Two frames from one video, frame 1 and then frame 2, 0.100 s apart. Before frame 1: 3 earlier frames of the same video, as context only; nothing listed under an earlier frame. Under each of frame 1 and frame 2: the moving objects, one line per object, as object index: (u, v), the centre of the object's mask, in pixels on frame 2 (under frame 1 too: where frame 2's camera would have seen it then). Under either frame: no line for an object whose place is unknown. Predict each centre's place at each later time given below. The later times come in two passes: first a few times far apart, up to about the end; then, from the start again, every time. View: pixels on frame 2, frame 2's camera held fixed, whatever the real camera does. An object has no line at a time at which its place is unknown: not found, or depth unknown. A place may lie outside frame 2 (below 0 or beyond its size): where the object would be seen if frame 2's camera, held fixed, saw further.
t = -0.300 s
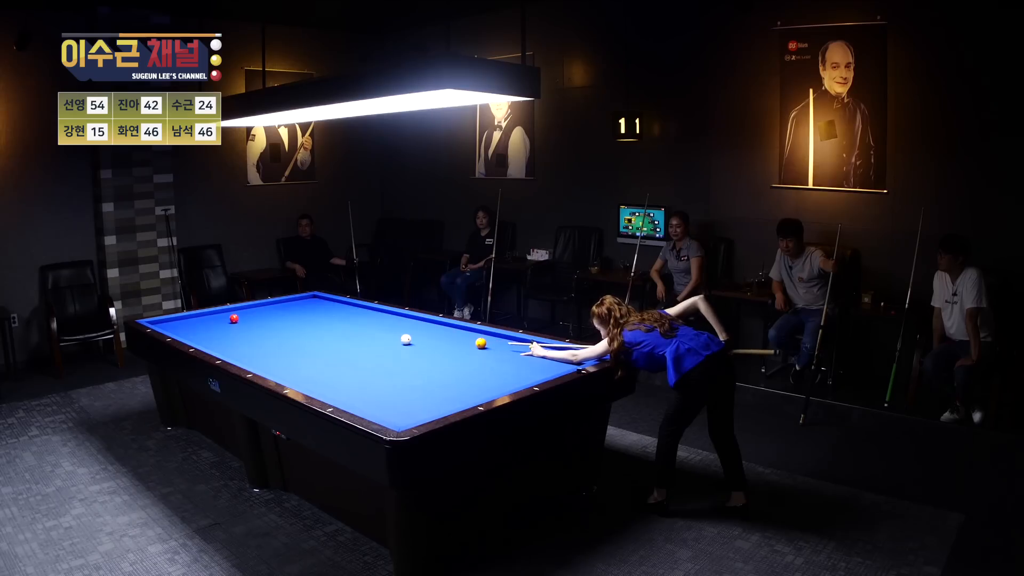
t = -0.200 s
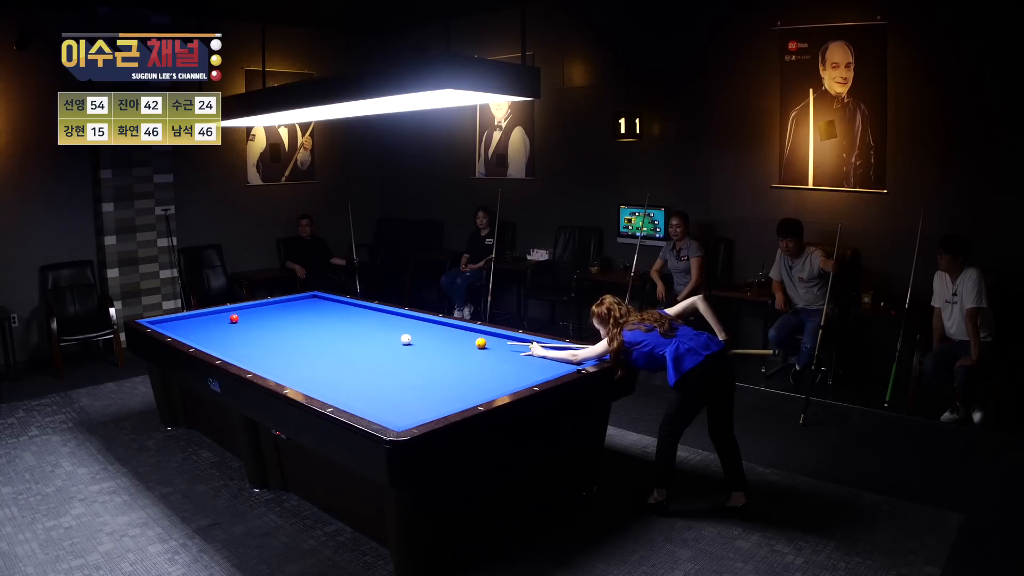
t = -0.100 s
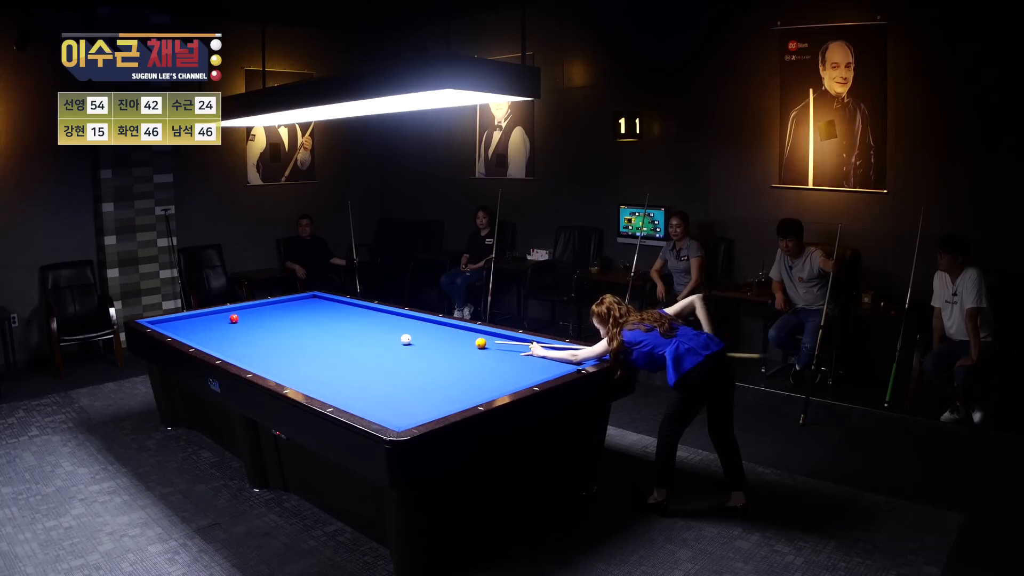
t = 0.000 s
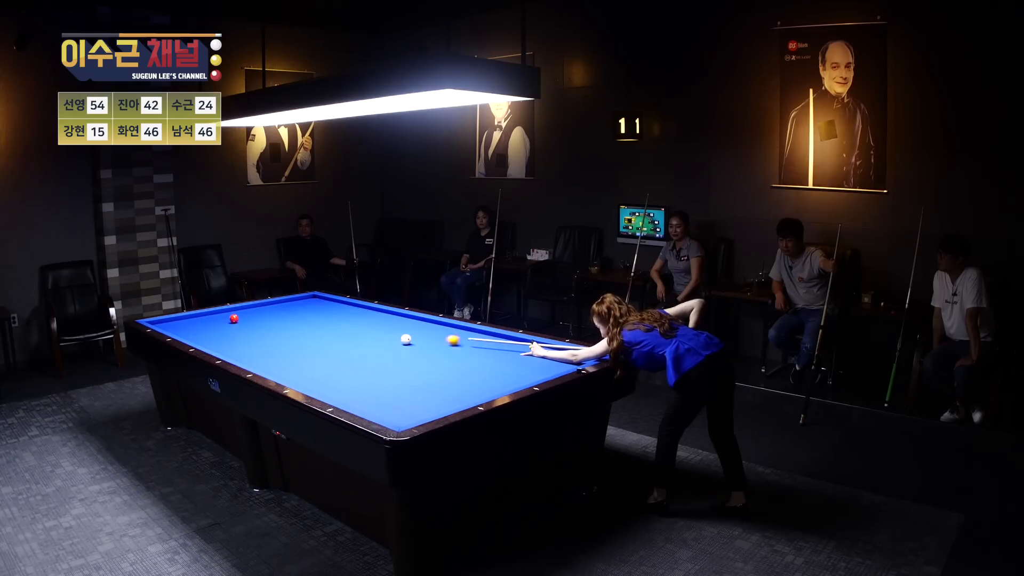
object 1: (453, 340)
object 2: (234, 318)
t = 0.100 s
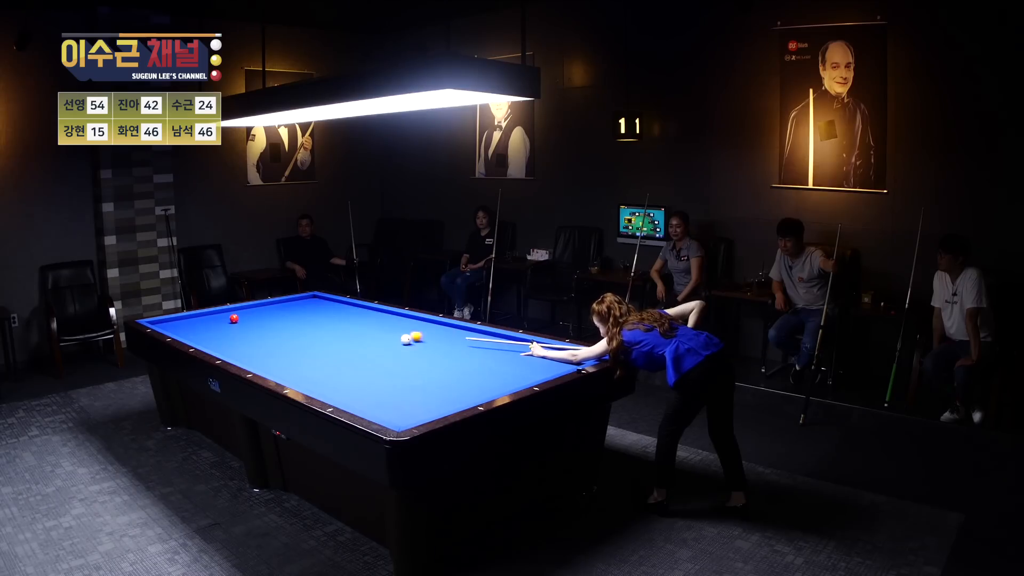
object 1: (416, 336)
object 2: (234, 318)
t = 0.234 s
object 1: (370, 332)
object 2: (234, 318)
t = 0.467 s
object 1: (297, 324)
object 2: (234, 318)
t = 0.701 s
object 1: (242, 316)
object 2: (227, 319)
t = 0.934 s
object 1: (236, 309)
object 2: (180, 322)
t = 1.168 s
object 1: (264, 312)
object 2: (159, 323)
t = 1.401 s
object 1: (289, 315)
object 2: (174, 318)
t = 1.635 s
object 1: (315, 318)
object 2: (192, 317)
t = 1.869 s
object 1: (342, 321)
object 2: (209, 315)
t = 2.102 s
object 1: (371, 324)
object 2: (227, 313)
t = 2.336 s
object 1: (401, 328)
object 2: (243, 312)
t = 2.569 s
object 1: (431, 331)
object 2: (259, 311)
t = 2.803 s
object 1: (463, 334)
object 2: (275, 309)
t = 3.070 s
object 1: (501, 338)
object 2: (293, 308)
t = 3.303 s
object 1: (530, 342)
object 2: (307, 307)
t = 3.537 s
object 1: (550, 349)
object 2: (322, 305)
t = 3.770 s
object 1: (572, 355)
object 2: (336, 304)
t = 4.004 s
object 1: (586, 359)
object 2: (349, 303)
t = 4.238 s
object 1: (565, 358)
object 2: (347, 305)
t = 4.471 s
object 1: (545, 357)
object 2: (345, 306)
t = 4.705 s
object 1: (527, 355)
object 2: (342, 308)
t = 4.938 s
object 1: (508, 354)
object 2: (339, 310)
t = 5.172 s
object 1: (491, 352)
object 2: (337, 311)
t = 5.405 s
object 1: (474, 351)
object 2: (334, 313)
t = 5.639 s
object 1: (458, 349)
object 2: (332, 315)
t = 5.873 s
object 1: (443, 348)
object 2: (330, 316)
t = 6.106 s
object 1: (428, 347)
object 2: (327, 318)
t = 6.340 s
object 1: (415, 345)
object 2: (325, 319)
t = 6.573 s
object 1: (402, 344)
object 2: (322, 320)
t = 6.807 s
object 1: (389, 343)
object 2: (320, 322)
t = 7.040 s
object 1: (377, 342)
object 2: (318, 323)
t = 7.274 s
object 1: (365, 341)
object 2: (316, 324)
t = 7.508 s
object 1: (355, 339)
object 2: (314, 325)
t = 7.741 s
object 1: (344, 338)
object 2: (312, 326)
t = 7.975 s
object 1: (334, 338)
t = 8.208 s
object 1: (325, 337)
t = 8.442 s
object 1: (316, 336)
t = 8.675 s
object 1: (308, 335)
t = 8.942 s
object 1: (299, 334)
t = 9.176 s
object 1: (292, 333)
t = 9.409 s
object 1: (284, 333)
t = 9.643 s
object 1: (278, 332)
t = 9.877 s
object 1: (272, 331)
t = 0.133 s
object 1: (403, 333)
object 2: (234, 318)
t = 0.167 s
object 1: (392, 334)
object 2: (234, 318)
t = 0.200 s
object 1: (381, 333)
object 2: (234, 318)
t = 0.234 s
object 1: (370, 332)
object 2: (234, 318)
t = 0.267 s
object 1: (359, 330)
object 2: (234, 318)
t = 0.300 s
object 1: (348, 329)
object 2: (234, 318)
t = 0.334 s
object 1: (338, 328)
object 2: (234, 318)
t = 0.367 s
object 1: (327, 327)
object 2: (234, 318)
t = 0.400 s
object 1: (317, 326)
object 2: (234, 318)
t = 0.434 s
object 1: (307, 325)
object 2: (234, 318)
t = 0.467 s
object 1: (297, 324)
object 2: (234, 318)
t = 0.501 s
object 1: (288, 323)
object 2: (234, 318)
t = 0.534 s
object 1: (278, 322)
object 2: (234, 318)
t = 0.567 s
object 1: (269, 321)
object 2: (234, 318)
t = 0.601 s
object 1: (260, 320)
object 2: (234, 318)
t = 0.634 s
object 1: (252, 319)
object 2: (234, 318)
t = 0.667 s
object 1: (243, 318)
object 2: (233, 318)
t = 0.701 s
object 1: (242, 316)
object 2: (227, 319)
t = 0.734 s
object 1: (241, 315)
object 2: (219, 320)
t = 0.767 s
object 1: (240, 313)
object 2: (212, 320)
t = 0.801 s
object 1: (239, 312)
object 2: (205, 320)
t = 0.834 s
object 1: (237, 311)
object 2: (198, 321)
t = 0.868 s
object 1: (235, 309)
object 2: (192, 321)
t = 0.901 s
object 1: (233, 308)
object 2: (186, 322)
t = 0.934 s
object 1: (236, 309)
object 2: (180, 322)
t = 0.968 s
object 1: (240, 309)
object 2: (175, 323)
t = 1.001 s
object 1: (244, 310)
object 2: (169, 323)
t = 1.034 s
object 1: (248, 310)
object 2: (164, 324)
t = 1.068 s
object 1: (252, 311)
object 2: (159, 323)
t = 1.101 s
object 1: (256, 312)
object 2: (155, 323)
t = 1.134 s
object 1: (260, 312)
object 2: (157, 323)
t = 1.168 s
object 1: (264, 312)
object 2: (159, 323)
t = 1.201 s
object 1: (267, 313)
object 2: (162, 322)
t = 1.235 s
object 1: (271, 313)
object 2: (164, 321)
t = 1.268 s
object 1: (274, 314)
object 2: (166, 320)
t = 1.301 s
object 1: (278, 314)
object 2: (167, 320)
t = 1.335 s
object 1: (282, 314)
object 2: (169, 319)
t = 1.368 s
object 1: (285, 315)
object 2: (171, 318)
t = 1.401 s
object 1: (289, 315)
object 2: (174, 318)
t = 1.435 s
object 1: (292, 316)
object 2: (176, 318)
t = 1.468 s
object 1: (296, 316)
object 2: (179, 318)
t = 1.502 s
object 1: (300, 316)
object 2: (182, 317)
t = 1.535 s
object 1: (304, 317)
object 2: (184, 317)
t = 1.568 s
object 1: (307, 317)
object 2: (187, 317)
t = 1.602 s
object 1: (311, 318)
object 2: (189, 317)
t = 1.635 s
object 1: (315, 318)
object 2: (192, 317)
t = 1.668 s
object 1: (319, 319)
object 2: (194, 316)
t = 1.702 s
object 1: (323, 319)
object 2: (197, 316)
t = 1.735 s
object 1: (327, 320)
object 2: (200, 316)
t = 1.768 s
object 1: (330, 320)
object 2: (202, 316)
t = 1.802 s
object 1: (335, 320)
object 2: (205, 316)
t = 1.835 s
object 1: (338, 321)
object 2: (207, 315)
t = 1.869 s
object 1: (342, 321)
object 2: (209, 315)
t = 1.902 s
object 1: (346, 322)
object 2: (212, 315)
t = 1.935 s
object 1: (350, 322)
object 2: (214, 315)
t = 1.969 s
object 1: (354, 322)
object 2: (217, 314)
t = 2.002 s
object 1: (359, 323)
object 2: (219, 314)
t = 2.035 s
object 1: (363, 323)
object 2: (222, 314)
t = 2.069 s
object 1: (367, 324)
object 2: (224, 314)
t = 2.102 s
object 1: (371, 324)
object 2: (227, 313)
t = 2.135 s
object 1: (375, 325)
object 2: (229, 313)
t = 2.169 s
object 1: (379, 325)
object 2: (231, 313)
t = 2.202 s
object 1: (383, 326)
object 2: (234, 313)
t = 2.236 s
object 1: (388, 326)
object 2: (236, 313)
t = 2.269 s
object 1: (392, 327)
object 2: (239, 312)
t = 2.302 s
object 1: (396, 327)
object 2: (241, 312)
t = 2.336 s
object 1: (401, 328)
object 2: (243, 312)
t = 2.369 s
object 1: (405, 328)
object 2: (246, 312)
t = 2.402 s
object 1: (409, 328)
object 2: (248, 312)
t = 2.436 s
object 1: (413, 329)
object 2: (250, 312)
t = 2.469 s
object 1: (418, 329)
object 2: (252, 311)
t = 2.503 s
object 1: (422, 330)
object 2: (255, 311)
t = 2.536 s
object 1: (427, 330)
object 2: (257, 311)
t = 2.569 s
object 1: (431, 331)
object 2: (259, 311)
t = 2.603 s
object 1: (436, 331)
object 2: (262, 311)
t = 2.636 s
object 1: (440, 332)
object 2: (264, 310)
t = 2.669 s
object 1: (445, 332)
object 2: (266, 310)
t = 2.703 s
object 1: (449, 333)
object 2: (268, 310)
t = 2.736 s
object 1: (454, 333)
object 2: (271, 310)
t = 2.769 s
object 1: (458, 333)
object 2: (273, 309)
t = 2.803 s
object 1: (463, 334)
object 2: (275, 309)
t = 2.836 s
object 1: (468, 334)
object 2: (277, 309)
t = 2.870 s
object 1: (472, 335)
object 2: (280, 309)
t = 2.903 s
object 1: (477, 335)
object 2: (282, 309)
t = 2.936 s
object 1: (482, 336)
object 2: (284, 309)
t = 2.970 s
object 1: (486, 337)
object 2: (286, 308)
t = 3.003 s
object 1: (491, 337)
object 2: (288, 308)
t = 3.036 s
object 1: (496, 338)
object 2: (291, 308)
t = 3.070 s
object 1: (501, 338)
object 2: (293, 308)
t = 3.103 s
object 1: (505, 338)
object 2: (295, 308)
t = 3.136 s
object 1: (510, 339)
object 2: (297, 308)
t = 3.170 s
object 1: (515, 339)
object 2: (299, 307)
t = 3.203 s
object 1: (520, 340)
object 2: (301, 307)
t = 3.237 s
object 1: (524, 341)
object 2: (303, 307)
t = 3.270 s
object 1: (527, 342)
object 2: (305, 307)
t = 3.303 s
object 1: (530, 342)
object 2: (307, 307)
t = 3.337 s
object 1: (533, 343)
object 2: (310, 307)
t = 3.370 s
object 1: (536, 344)
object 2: (312, 306)
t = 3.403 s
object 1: (538, 345)
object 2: (314, 306)
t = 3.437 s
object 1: (541, 346)
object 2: (316, 306)
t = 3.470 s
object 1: (544, 347)
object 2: (318, 306)
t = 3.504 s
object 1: (547, 348)
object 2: (320, 305)
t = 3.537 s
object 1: (550, 349)
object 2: (322, 305)
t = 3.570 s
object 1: (553, 350)
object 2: (324, 305)
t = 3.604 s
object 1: (556, 351)
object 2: (326, 305)
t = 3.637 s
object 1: (559, 351)
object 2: (328, 305)
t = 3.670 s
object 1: (563, 352)
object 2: (330, 305)
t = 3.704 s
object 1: (566, 353)
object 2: (332, 305)
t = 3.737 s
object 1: (569, 354)
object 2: (334, 304)
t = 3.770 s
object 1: (572, 355)
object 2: (336, 304)
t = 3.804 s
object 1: (575, 356)
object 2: (337, 304)
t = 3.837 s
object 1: (578, 357)
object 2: (339, 304)
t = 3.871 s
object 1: (581, 358)
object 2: (341, 304)
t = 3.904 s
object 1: (585, 358)
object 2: (343, 304)
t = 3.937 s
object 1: (588, 359)
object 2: (345, 304)
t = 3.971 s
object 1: (590, 359)
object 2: (347, 303)
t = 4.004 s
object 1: (586, 359)
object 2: (349, 303)
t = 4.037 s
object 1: (583, 359)
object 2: (349, 303)
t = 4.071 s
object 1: (580, 359)
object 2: (349, 303)
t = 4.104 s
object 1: (577, 359)
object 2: (349, 304)
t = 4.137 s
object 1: (574, 359)
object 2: (348, 304)
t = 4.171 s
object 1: (571, 359)
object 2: (348, 304)
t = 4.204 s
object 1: (568, 359)
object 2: (347, 304)
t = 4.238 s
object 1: (565, 358)
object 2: (347, 305)
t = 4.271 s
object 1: (563, 358)
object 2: (346, 305)
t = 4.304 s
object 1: (559, 358)
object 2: (346, 305)
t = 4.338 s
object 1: (557, 358)
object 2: (346, 305)
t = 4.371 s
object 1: (554, 358)
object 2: (346, 305)
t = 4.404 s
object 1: (551, 357)
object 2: (345, 306)
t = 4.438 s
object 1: (548, 357)
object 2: (345, 306)
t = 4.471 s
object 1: (545, 357)
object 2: (345, 306)
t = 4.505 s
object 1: (543, 357)
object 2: (344, 306)
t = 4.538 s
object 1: (540, 356)
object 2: (344, 307)
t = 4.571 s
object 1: (537, 356)
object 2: (343, 307)
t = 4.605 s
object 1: (534, 356)
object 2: (343, 307)
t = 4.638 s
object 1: (532, 356)
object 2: (343, 308)
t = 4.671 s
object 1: (529, 356)
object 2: (342, 308)
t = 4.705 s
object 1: (527, 355)
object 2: (342, 308)
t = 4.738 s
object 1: (524, 355)
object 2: (342, 308)
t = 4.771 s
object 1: (521, 355)
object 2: (341, 308)
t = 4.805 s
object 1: (519, 355)
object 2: (341, 309)
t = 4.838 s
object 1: (516, 354)
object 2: (340, 309)
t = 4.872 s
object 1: (514, 354)
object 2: (340, 309)
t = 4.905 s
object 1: (511, 354)
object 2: (340, 309)
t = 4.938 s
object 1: (508, 354)
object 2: (339, 310)
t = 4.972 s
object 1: (506, 353)
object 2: (339, 310)
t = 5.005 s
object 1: (503, 353)
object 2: (339, 310)
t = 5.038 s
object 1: (501, 353)
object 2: (338, 310)
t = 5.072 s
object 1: (498, 353)
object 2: (338, 311)
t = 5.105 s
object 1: (496, 353)
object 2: (337, 311)
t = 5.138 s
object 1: (493, 352)
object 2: (337, 311)
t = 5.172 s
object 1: (491, 352)
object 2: (337, 311)
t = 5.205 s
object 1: (489, 352)
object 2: (336, 312)
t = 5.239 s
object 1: (486, 352)
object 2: (336, 312)
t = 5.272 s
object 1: (484, 351)
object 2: (336, 312)
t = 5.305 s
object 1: (481, 351)
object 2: (335, 312)
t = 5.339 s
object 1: (479, 351)
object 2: (335, 313)
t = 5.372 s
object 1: (477, 351)
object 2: (335, 313)
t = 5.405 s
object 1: (474, 351)
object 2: (334, 313)
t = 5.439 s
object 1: (472, 350)
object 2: (334, 313)
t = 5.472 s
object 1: (470, 350)
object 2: (333, 313)
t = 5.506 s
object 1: (468, 350)
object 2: (333, 314)
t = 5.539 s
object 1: (465, 350)
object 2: (333, 314)
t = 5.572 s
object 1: (463, 349)
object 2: (333, 314)
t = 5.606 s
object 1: (461, 349)
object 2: (332, 314)
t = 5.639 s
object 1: (458, 349)
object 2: (332, 315)
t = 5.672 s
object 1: (456, 349)
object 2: (332, 315)
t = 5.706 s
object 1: (454, 349)
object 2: (331, 315)
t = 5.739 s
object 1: (452, 349)
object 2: (331, 315)
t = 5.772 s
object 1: (450, 348)
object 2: (330, 315)
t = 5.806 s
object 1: (447, 348)
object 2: (330, 315)
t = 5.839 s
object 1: (445, 348)
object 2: (330, 316)
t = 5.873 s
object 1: (443, 348)
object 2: (330, 316)
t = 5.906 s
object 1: (441, 348)
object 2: (329, 316)
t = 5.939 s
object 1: (439, 347)
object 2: (329, 316)
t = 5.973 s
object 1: (437, 347)
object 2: (329, 317)
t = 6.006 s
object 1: (435, 347)
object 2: (328, 317)
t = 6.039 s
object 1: (433, 347)
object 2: (328, 317)
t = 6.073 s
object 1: (430, 347)
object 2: (327, 317)
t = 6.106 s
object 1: (428, 347)
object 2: (327, 318)
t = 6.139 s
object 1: (426, 346)
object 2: (327, 318)
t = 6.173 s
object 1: (424, 346)
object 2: (326, 318)
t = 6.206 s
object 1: (423, 346)
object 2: (326, 318)
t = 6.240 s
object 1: (420, 346)
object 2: (326, 318)
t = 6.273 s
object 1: (418, 345)
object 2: (325, 319)
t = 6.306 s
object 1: (417, 346)
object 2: (325, 319)
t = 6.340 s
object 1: (415, 345)
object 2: (325, 319)
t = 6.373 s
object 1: (413, 345)
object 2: (324, 319)
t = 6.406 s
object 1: (411, 345)
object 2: (324, 319)
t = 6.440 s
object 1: (409, 344)
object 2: (324, 320)
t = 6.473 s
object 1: (407, 344)
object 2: (323, 320)
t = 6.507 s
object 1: (405, 344)
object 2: (323, 320)
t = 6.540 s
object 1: (404, 344)
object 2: (323, 320)
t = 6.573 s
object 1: (402, 344)
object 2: (322, 320)
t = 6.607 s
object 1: (400, 344)
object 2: (322, 321)
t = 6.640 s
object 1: (398, 344)
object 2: (322, 321)
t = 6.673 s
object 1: (396, 343)
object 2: (321, 321)
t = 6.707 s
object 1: (394, 343)
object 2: (321, 321)
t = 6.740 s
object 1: (393, 343)
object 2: (321, 321)
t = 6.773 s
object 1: (391, 343)
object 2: (321, 322)
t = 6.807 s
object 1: (389, 343)
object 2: (320, 322)
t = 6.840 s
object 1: (387, 343)
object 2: (320, 322)
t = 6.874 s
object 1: (386, 342)
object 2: (320, 322)
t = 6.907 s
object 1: (384, 342)
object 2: (319, 322)
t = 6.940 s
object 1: (382, 342)
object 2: (319, 323)
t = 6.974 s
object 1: (380, 342)
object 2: (319, 323)
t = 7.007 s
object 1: (379, 342)
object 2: (319, 323)
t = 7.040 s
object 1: (377, 342)
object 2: (318, 323)
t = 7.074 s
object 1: (375, 341)
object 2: (318, 323)
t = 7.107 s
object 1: (374, 341)
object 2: (318, 323)
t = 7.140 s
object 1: (372, 341)
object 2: (317, 324)
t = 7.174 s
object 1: (370, 341)
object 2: (317, 324)
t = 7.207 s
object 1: (369, 341)
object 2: (317, 324)
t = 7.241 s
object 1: (367, 341)
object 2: (316, 324)
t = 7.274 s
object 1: (365, 341)
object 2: (316, 324)
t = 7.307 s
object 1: (364, 340)
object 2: (316, 324)
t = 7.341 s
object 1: (362, 340)
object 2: (316, 325)
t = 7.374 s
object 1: (361, 340)
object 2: (315, 325)
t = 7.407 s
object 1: (359, 340)
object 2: (315, 325)
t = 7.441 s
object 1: (358, 340)
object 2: (315, 325)
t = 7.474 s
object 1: (356, 340)
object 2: (314, 325)
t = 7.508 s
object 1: (355, 339)
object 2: (314, 325)
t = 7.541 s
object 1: (353, 339)
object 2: (314, 326)
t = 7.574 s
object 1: (352, 339)
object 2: (314, 326)
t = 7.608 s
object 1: (350, 339)
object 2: (313, 326)
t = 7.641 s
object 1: (349, 339)
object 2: (313, 326)
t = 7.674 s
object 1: (347, 339)
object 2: (313, 326)
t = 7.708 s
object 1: (346, 339)
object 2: (313, 326)
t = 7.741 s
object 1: (344, 338)
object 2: (312, 326)
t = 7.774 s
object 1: (343, 338)
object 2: (312, 326)
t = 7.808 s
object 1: (342, 338)
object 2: (312, 327)
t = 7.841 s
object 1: (340, 338)
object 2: (311, 327)
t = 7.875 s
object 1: (338, 338)
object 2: (311, 327)
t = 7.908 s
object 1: (337, 338)
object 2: (311, 327)
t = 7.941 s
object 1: (336, 338)
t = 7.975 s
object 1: (334, 338)
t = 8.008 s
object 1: (333, 337)
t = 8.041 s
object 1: (332, 337)
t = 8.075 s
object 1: (331, 337)
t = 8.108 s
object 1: (329, 337)
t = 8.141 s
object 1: (328, 337)
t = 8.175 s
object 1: (327, 337)
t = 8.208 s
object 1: (325, 337)
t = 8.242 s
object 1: (324, 337)
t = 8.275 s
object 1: (323, 336)
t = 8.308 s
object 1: (321, 336)
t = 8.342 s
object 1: (320, 336)
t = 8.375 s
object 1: (319, 336)
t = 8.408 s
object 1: (318, 336)
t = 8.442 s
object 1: (316, 336)
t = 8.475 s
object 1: (315, 336)
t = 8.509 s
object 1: (314, 336)
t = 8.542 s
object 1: (313, 335)
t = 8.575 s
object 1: (312, 335)
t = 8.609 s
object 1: (311, 335)
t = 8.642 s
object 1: (309, 335)
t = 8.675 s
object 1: (308, 335)
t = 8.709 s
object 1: (307, 335)
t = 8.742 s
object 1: (306, 335)
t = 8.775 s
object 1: (305, 334)
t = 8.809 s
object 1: (304, 334)
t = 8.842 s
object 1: (303, 334)
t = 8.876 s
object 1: (302, 334)
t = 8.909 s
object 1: (300, 334)
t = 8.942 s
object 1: (299, 334)
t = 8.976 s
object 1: (298, 334)
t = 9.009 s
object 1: (297, 334)
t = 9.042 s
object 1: (296, 334)
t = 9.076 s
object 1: (295, 334)
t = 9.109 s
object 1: (294, 333)
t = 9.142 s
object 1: (293, 333)
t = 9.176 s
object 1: (292, 333)
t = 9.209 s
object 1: (291, 333)
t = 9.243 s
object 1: (289, 333)
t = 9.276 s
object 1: (288, 333)
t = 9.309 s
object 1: (287, 333)
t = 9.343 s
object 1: (287, 333)
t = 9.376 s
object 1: (285, 333)
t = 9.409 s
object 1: (284, 333)
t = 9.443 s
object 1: (283, 333)
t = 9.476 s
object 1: (283, 332)
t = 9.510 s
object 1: (282, 332)
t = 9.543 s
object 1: (281, 332)
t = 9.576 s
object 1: (280, 332)
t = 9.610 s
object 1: (279, 332)
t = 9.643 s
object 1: (278, 332)
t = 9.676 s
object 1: (277, 332)
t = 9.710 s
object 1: (276, 332)
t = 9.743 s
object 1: (275, 332)
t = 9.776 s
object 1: (274, 332)
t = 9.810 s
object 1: (273, 332)
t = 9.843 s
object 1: (273, 332)
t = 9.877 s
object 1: (272, 331)
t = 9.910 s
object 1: (271, 331)
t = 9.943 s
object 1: (270, 331)
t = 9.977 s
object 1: (269, 331)
